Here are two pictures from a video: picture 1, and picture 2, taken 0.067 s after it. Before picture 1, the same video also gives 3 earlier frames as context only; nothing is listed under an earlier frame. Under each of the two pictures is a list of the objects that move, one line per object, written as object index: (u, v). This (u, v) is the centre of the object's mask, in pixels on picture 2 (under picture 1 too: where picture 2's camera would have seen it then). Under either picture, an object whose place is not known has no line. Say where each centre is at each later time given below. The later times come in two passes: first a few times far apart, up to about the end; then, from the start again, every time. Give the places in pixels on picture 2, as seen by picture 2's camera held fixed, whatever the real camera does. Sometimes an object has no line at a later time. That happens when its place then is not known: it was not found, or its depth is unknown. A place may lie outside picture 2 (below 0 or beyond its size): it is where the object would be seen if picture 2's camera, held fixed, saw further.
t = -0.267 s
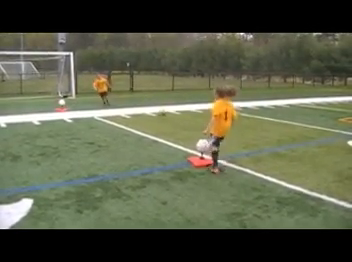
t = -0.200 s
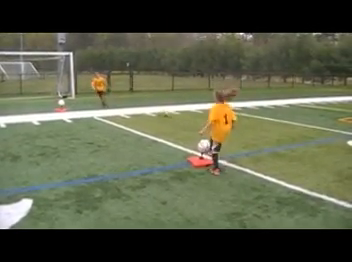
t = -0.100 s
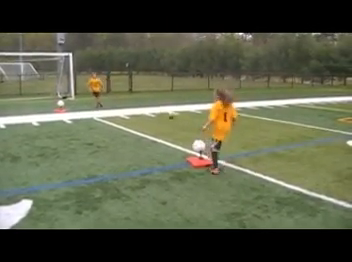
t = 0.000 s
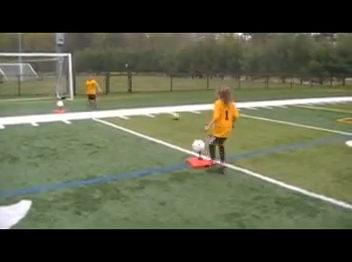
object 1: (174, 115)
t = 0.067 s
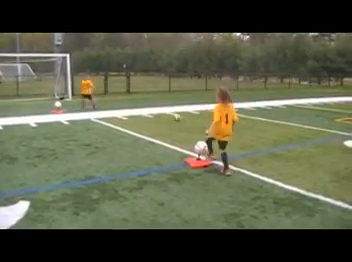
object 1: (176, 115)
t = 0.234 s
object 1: (185, 118)
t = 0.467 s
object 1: (199, 122)
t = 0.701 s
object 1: (212, 125)
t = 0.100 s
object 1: (178, 116)
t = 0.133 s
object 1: (180, 117)
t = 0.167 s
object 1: (182, 117)
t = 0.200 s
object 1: (183, 117)
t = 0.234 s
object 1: (185, 118)
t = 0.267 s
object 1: (187, 119)
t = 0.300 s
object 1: (188, 119)
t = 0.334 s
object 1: (191, 120)
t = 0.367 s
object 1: (193, 120)
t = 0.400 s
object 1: (195, 120)
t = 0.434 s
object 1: (196, 121)
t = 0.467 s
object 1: (199, 122)
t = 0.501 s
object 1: (200, 121)
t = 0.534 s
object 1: (202, 122)
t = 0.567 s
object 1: (204, 123)
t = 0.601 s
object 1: (207, 123)
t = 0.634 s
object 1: (209, 124)
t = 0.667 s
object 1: (210, 124)
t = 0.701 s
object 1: (212, 125)
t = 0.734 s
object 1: (214, 125)
